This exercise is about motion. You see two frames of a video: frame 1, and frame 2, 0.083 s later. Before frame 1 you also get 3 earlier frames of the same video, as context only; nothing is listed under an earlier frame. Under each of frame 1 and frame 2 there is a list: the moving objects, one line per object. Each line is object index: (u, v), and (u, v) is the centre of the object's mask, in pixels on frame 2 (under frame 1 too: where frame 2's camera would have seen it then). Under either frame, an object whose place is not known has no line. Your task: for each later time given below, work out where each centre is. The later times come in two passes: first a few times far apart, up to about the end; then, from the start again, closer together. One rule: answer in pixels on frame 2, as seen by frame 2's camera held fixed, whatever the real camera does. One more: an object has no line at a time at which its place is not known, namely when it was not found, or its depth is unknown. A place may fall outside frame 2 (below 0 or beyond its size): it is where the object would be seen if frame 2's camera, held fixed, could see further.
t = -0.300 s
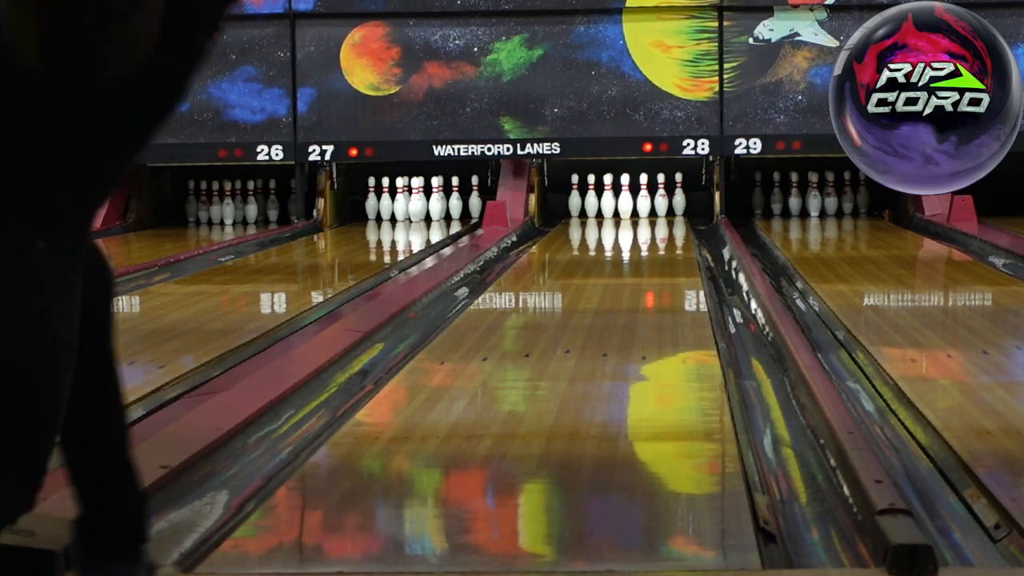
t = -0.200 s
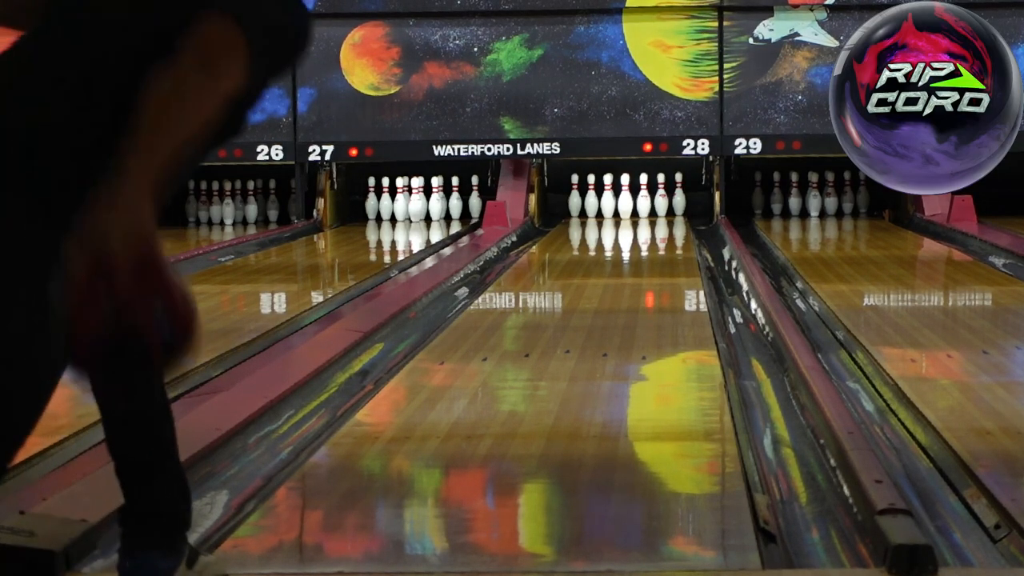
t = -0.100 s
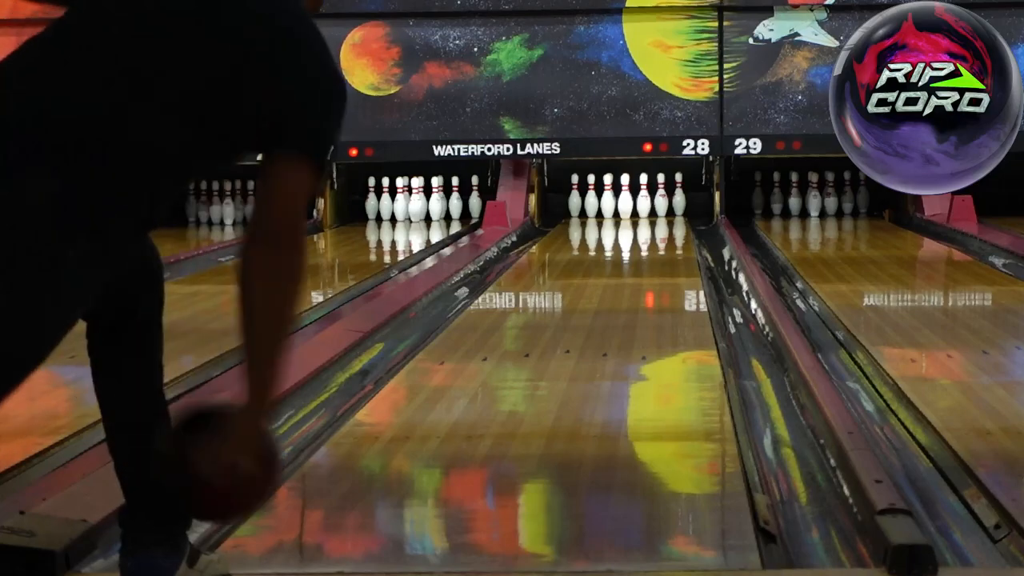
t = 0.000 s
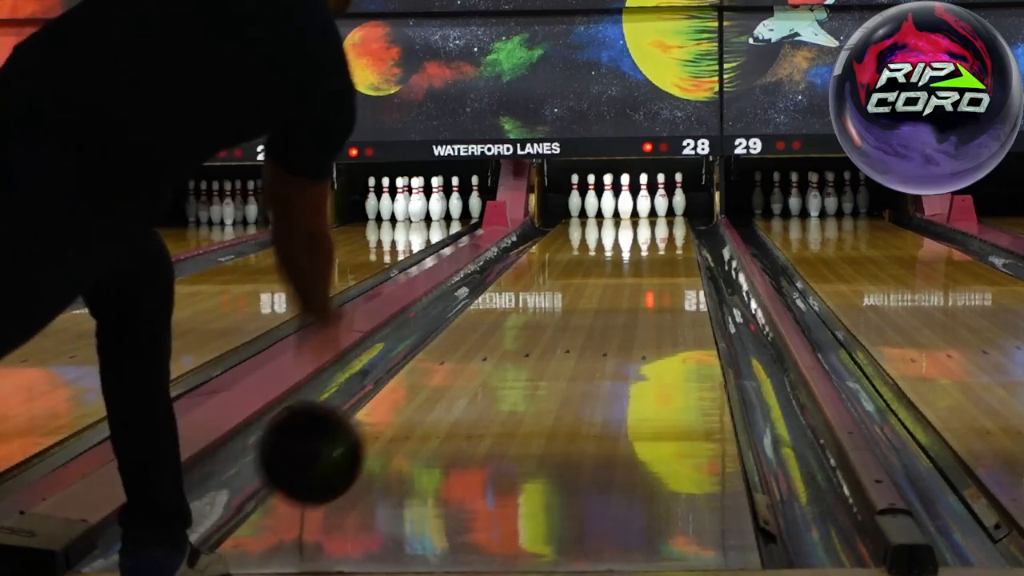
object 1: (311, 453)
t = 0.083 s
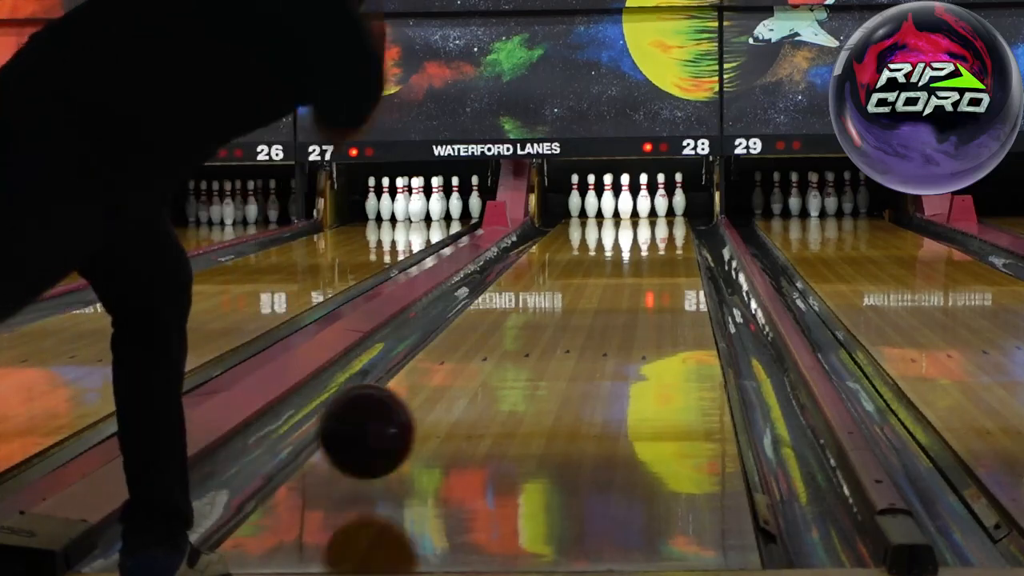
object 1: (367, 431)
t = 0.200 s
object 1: (429, 409)
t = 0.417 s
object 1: (511, 355)
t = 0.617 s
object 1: (562, 320)
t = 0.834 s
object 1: (602, 294)
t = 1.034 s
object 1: (630, 274)
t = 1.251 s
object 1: (654, 257)
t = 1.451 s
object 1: (669, 245)
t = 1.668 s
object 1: (678, 234)
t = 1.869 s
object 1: (677, 227)
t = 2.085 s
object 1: (666, 221)
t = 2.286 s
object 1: (649, 216)
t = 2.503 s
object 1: (631, 211)
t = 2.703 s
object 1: (615, 206)
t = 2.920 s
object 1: (600, 204)
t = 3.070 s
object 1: (592, 205)
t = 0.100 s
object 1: (377, 431)
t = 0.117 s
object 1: (387, 432)
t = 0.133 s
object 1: (396, 431)
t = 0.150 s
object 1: (404, 424)
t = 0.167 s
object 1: (413, 418)
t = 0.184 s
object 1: (421, 414)
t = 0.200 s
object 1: (429, 409)
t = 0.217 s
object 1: (437, 404)
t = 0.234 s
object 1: (444, 399)
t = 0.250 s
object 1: (451, 394)
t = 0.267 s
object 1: (457, 390)
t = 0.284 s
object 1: (464, 385)
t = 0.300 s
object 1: (470, 381)
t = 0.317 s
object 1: (476, 377)
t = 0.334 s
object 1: (483, 374)
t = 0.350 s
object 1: (490, 369)
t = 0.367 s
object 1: (495, 366)
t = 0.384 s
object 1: (501, 361)
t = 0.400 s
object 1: (506, 358)
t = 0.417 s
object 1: (511, 355)
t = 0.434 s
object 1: (516, 350)
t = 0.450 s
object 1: (521, 347)
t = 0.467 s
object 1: (525, 344)
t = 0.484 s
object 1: (526, 346)
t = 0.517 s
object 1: (539, 336)
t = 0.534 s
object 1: (543, 332)
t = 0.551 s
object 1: (547, 330)
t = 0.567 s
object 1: (551, 327)
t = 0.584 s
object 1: (555, 324)
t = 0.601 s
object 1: (559, 322)
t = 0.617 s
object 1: (562, 320)
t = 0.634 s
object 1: (566, 318)
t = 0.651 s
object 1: (569, 316)
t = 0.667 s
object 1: (573, 314)
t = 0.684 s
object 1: (576, 311)
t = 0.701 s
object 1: (579, 310)
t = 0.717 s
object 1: (582, 307)
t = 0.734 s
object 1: (585, 305)
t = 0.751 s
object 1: (588, 303)
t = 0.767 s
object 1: (591, 301)
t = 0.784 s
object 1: (595, 300)
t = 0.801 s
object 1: (597, 298)
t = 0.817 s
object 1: (600, 295)
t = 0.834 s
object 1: (602, 294)
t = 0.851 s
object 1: (605, 292)
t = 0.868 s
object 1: (608, 290)
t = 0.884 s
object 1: (610, 289)
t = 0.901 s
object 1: (613, 287)
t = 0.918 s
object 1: (615, 285)
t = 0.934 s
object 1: (617, 284)
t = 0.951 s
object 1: (620, 282)
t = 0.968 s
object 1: (622, 280)
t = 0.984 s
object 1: (624, 279)
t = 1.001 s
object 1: (626, 277)
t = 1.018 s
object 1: (628, 276)
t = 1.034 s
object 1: (630, 274)
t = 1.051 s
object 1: (632, 273)
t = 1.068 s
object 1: (635, 271)
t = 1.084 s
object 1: (637, 270)
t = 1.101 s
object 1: (638, 269)
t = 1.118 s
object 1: (640, 267)
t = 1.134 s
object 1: (641, 266)
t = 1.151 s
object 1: (643, 265)
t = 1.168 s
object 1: (645, 263)
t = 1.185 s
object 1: (647, 262)
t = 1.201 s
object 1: (649, 261)
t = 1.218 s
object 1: (650, 260)
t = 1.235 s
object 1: (652, 258)
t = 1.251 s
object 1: (654, 257)
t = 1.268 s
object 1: (654, 256)
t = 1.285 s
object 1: (656, 255)
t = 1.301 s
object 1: (657, 254)
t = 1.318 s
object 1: (659, 253)
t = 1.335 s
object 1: (660, 252)
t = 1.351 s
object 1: (661, 251)
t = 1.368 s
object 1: (663, 250)
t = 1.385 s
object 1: (664, 249)
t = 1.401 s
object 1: (665, 248)
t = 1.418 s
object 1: (666, 247)
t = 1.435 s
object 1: (667, 246)
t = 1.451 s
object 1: (669, 245)
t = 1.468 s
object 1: (669, 244)
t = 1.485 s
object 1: (670, 243)
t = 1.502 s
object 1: (671, 242)
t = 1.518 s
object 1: (672, 242)
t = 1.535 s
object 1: (673, 240)
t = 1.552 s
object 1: (674, 240)
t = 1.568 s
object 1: (674, 239)
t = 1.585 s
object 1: (675, 239)
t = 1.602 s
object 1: (676, 238)
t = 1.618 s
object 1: (677, 237)
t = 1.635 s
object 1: (677, 236)
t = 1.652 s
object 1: (677, 235)
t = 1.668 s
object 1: (678, 234)
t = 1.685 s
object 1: (678, 233)
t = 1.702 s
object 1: (678, 233)
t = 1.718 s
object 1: (678, 233)
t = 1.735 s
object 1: (679, 232)
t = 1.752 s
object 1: (679, 232)
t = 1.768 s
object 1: (678, 231)
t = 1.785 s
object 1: (678, 230)
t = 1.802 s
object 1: (678, 230)
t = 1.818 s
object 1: (678, 229)
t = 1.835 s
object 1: (678, 228)
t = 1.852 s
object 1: (677, 228)
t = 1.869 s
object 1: (677, 227)
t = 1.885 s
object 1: (677, 227)
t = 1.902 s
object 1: (676, 226)
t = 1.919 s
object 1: (676, 226)
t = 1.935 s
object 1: (675, 225)
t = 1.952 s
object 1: (674, 225)
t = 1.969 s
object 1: (673, 224)
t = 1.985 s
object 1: (672, 224)
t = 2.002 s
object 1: (671, 223)
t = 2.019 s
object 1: (670, 223)
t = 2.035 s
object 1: (669, 222)
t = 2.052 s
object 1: (668, 222)
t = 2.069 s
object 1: (668, 221)
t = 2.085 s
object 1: (666, 221)
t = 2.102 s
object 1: (665, 220)
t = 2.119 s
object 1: (664, 220)
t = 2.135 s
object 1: (661, 220)
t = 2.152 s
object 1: (661, 219)
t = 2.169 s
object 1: (659, 219)
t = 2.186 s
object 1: (657, 218)
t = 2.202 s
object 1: (656, 217)
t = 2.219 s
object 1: (654, 217)
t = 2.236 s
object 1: (653, 217)
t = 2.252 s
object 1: (651, 217)
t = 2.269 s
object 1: (650, 216)
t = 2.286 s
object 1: (649, 216)
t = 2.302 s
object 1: (647, 215)
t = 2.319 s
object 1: (645, 215)
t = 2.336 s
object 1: (644, 214)
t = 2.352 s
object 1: (642, 214)
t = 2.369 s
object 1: (642, 214)
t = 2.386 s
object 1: (641, 214)
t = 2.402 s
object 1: (640, 213)
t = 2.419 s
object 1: (638, 212)
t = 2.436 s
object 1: (636, 212)
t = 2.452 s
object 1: (635, 212)
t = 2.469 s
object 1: (634, 211)
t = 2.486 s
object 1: (632, 211)
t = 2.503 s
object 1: (631, 211)
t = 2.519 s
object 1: (630, 210)
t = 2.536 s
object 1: (629, 210)
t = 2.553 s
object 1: (628, 210)
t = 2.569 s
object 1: (626, 210)
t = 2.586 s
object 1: (625, 209)
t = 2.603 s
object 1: (625, 208)
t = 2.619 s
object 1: (624, 208)
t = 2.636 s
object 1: (623, 208)
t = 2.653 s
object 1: (622, 207)
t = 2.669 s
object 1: (620, 207)
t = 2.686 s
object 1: (618, 207)
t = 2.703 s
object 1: (615, 206)
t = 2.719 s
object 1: (613, 207)
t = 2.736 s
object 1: (613, 207)
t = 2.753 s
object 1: (612, 206)
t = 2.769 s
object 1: (612, 205)
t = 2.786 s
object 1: (610, 206)
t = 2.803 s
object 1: (608, 205)
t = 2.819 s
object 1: (606, 204)
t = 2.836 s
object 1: (605, 205)
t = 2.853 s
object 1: (603, 204)
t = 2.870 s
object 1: (603, 205)
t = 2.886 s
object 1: (601, 205)
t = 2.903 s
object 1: (600, 204)
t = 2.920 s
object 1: (600, 204)
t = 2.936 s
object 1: (599, 204)
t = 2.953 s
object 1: (596, 205)
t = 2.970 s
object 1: (595, 205)
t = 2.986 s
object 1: (595, 204)
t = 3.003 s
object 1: (595, 204)
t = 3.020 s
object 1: (593, 204)
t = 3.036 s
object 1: (592, 204)
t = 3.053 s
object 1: (592, 204)
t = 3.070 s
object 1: (592, 205)
